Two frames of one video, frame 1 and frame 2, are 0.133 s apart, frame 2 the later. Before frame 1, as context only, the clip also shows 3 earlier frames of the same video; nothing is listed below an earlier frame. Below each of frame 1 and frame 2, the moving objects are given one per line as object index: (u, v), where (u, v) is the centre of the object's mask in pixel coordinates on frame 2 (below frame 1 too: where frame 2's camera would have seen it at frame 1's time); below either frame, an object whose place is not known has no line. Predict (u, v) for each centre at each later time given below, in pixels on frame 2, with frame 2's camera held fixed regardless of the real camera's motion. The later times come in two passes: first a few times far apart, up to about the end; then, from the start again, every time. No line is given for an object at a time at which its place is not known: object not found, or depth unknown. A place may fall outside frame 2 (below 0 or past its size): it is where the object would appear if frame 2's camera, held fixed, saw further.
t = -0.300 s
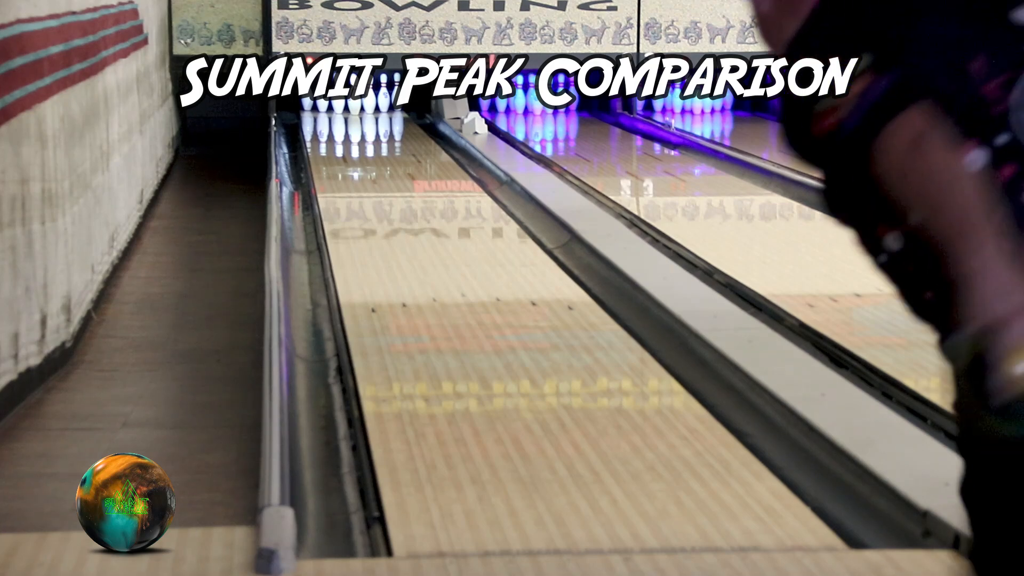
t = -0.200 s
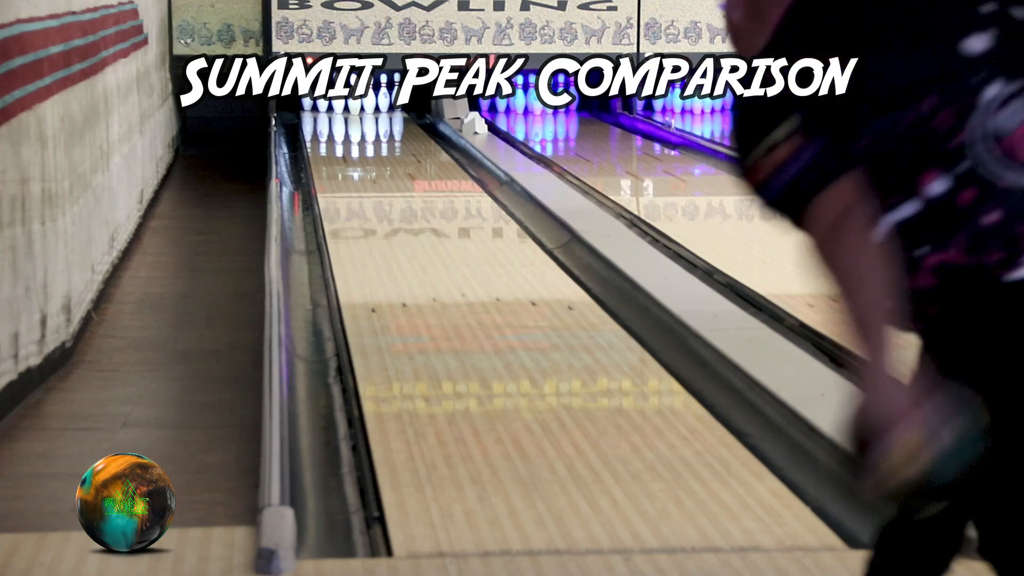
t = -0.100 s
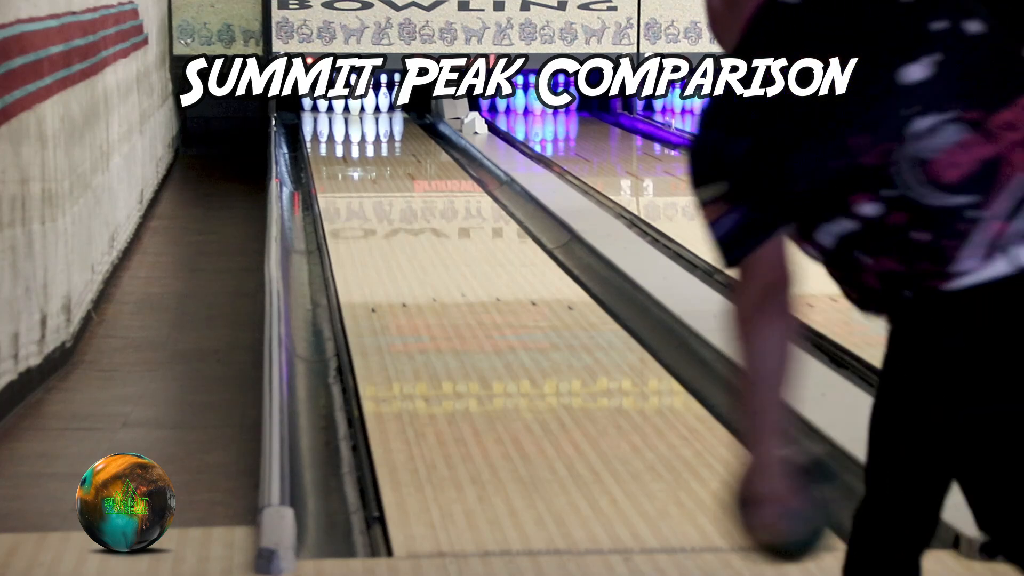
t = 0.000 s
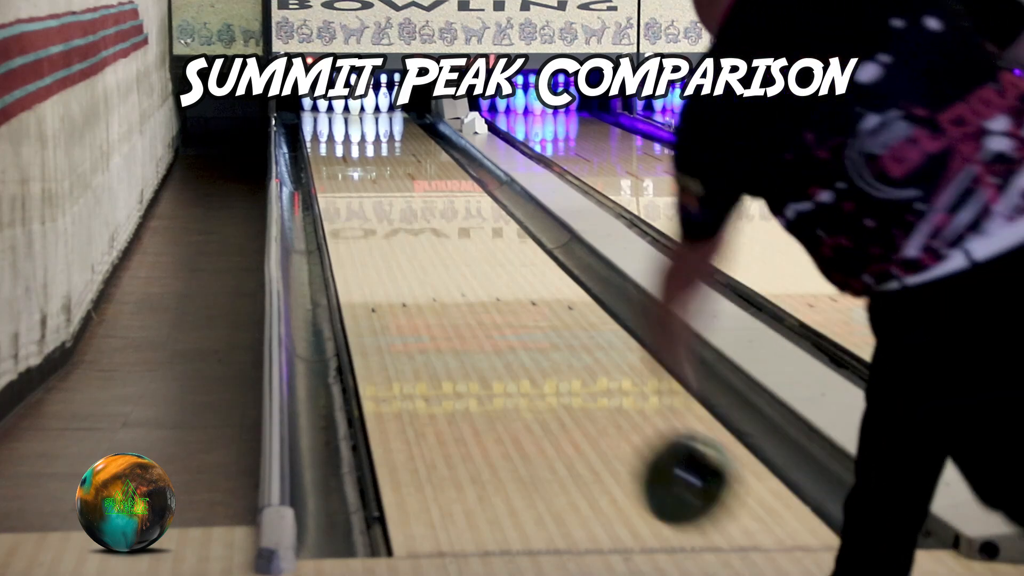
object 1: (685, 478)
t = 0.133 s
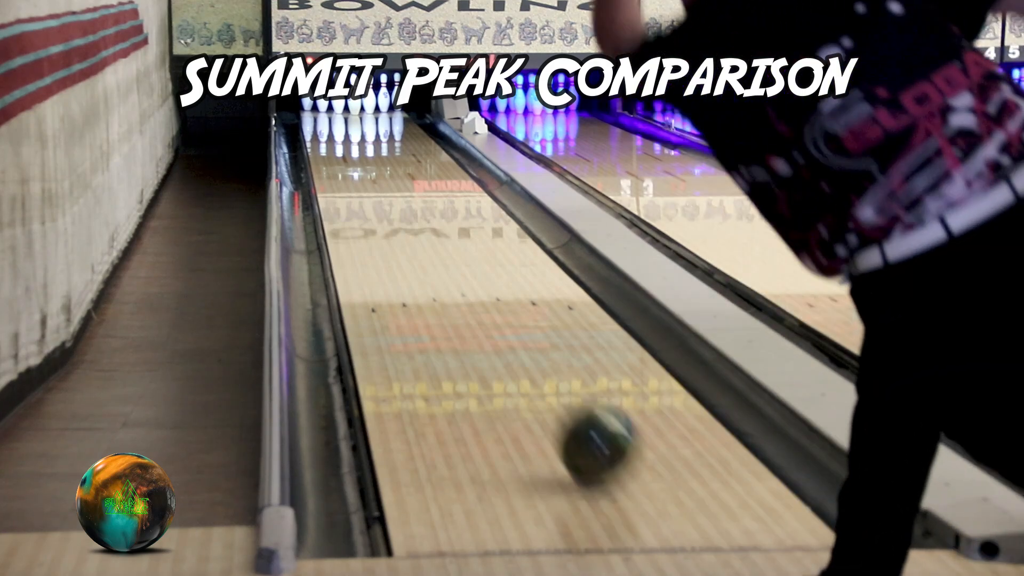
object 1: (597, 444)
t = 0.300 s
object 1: (524, 367)
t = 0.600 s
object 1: (445, 279)
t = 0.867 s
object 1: (401, 228)
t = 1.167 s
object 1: (369, 186)
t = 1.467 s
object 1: (348, 158)
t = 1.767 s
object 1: (334, 137)
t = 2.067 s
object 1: (334, 121)
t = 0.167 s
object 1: (580, 423)
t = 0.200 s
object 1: (563, 405)
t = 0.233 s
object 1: (550, 396)
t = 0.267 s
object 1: (537, 382)
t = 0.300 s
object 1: (524, 367)
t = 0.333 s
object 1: (512, 355)
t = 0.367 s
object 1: (502, 344)
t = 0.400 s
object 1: (493, 332)
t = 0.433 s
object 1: (483, 322)
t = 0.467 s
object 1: (475, 312)
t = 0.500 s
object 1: (466, 303)
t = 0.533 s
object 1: (458, 295)
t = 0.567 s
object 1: (451, 287)
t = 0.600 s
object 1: (445, 279)
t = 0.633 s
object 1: (438, 271)
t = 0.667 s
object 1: (432, 264)
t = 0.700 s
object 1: (426, 257)
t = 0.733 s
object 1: (421, 251)
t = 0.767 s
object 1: (416, 245)
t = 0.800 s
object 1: (410, 239)
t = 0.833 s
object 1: (406, 233)
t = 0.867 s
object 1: (401, 228)
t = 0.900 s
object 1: (397, 222)
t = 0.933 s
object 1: (393, 217)
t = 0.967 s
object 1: (389, 213)
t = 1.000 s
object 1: (386, 207)
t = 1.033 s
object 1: (382, 203)
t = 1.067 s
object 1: (378, 199)
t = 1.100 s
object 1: (375, 195)
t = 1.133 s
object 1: (372, 191)
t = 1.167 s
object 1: (369, 186)
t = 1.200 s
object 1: (366, 183)
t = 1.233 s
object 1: (364, 180)
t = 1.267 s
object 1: (361, 177)
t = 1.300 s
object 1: (358, 174)
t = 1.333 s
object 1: (356, 171)
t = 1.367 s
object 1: (354, 167)
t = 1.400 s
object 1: (351, 164)
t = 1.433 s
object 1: (350, 161)
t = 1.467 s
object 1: (348, 158)
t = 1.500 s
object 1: (345, 156)
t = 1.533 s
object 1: (344, 153)
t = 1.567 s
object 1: (342, 151)
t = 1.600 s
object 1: (340, 148)
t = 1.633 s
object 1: (339, 146)
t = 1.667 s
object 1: (338, 144)
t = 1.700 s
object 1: (337, 141)
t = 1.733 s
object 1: (335, 139)
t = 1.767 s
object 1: (334, 137)
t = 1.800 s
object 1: (334, 135)
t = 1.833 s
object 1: (333, 133)
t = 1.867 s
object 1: (333, 131)
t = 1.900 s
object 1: (332, 129)
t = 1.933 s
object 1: (333, 127)
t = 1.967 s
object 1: (333, 125)
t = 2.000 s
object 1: (333, 124)
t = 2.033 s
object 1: (333, 122)
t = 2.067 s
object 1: (334, 121)
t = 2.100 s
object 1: (334, 119)
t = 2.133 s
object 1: (336, 118)
